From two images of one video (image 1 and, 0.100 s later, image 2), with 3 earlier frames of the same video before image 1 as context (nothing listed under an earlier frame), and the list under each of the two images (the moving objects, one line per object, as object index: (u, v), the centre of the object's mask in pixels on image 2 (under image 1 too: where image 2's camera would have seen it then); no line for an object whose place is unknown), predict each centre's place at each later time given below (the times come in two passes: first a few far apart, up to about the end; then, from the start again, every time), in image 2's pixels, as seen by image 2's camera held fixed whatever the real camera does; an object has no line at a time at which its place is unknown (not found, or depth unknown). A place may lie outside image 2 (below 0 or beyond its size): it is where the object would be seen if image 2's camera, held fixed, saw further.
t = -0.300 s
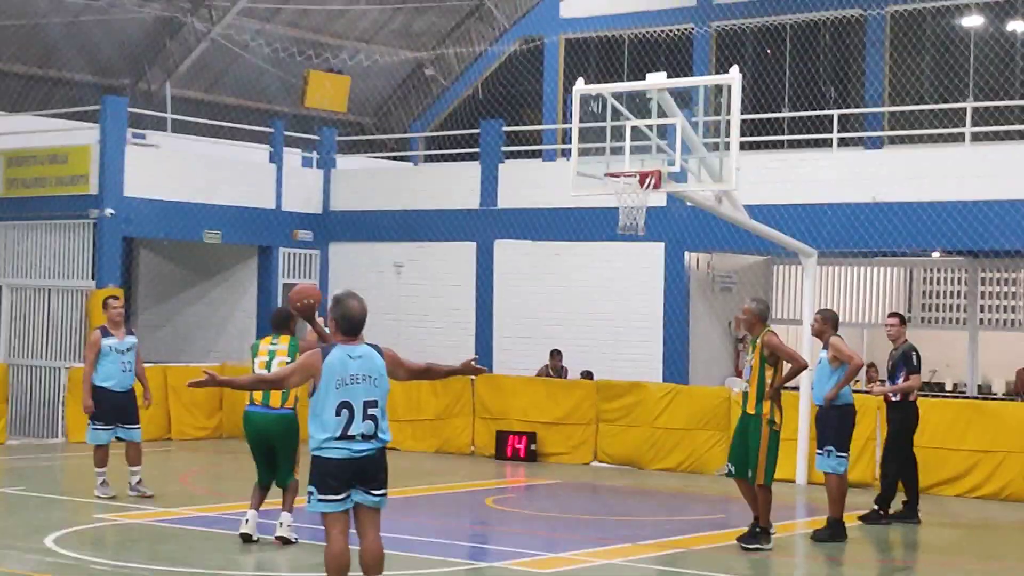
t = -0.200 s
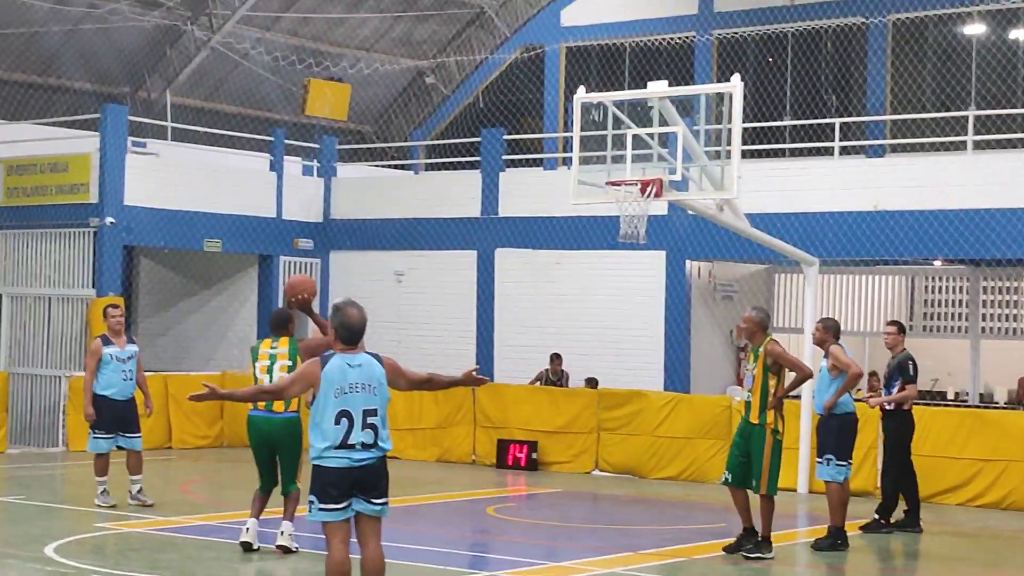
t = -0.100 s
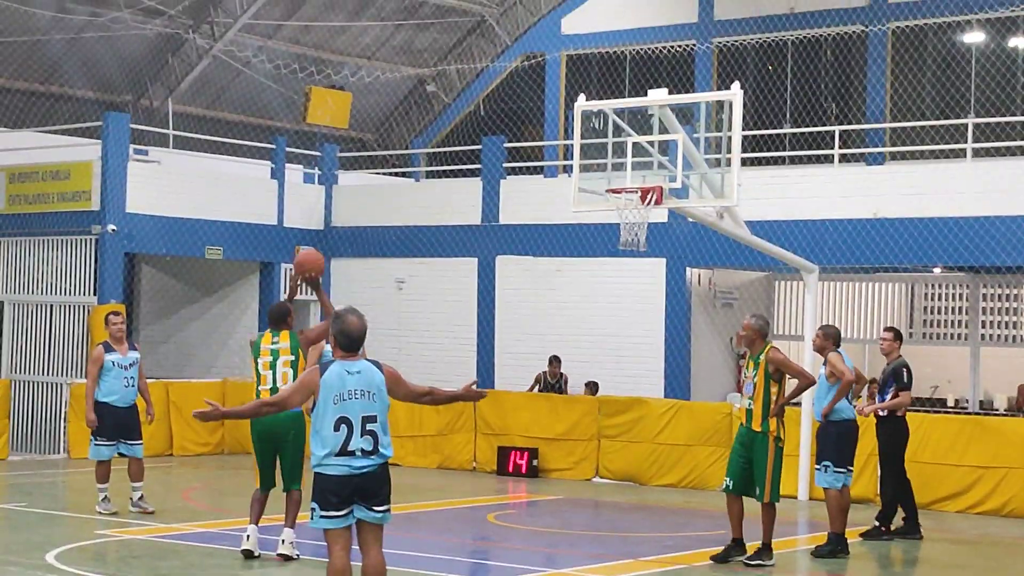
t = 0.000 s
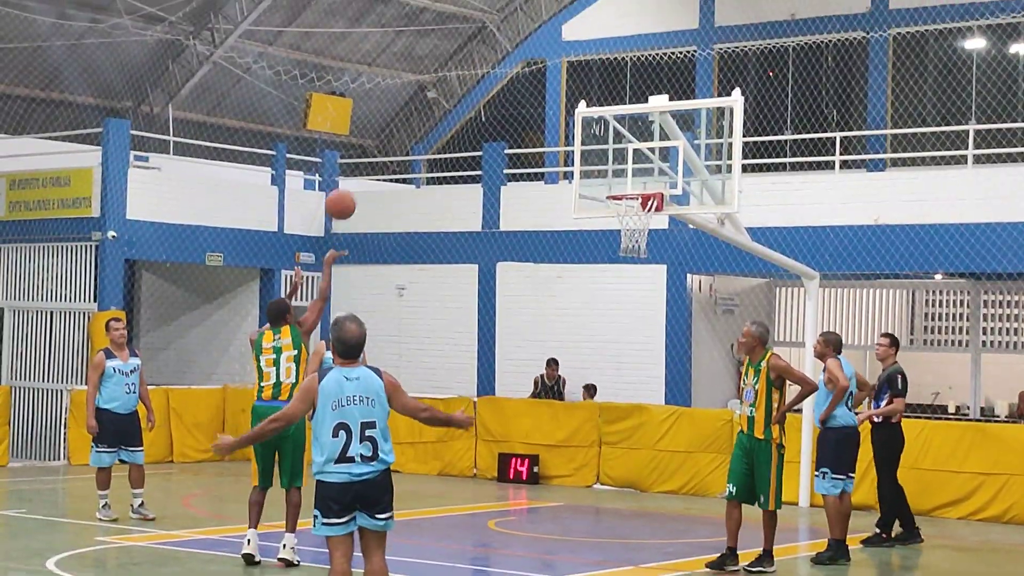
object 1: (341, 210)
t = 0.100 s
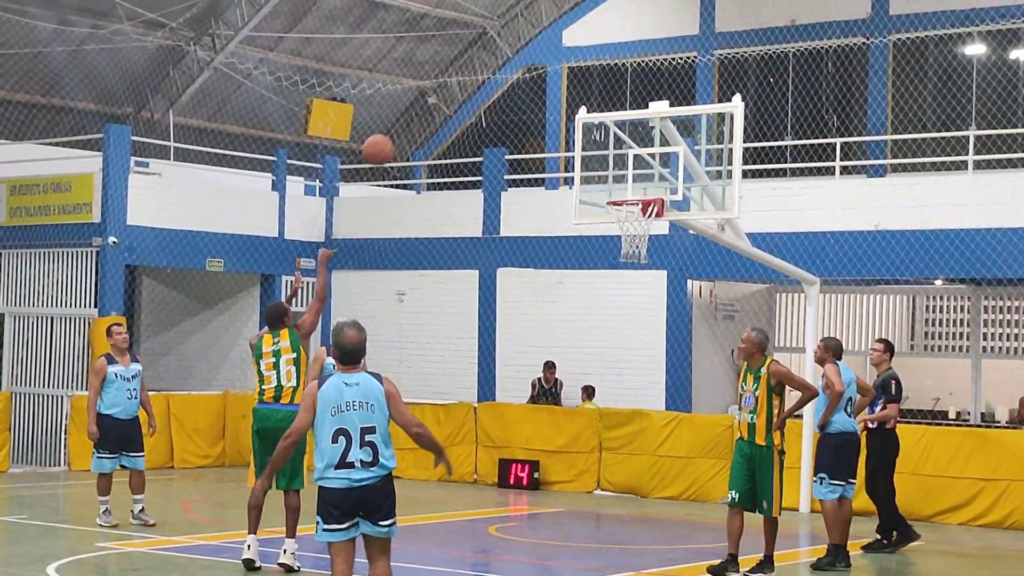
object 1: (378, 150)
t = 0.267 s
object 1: (434, 82)
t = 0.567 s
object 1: (524, 49)
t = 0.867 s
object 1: (601, 114)
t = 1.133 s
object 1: (627, 201)
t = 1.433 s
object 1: (626, 234)
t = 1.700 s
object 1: (643, 320)
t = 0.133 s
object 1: (389, 134)
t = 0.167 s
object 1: (401, 118)
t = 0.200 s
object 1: (412, 105)
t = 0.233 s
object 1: (423, 92)
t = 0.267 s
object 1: (434, 82)
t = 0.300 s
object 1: (445, 73)
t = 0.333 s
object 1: (456, 65)
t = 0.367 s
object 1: (466, 59)
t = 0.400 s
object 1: (476, 54)
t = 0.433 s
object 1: (486, 51)
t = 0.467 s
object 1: (496, 48)
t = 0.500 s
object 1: (505, 47)
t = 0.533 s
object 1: (515, 47)
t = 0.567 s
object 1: (524, 49)
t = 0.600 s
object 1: (533, 52)
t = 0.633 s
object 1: (542, 55)
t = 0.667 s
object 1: (551, 60)
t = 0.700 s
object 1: (560, 66)
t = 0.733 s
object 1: (568, 74)
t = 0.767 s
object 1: (577, 82)
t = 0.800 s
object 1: (585, 91)
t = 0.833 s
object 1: (593, 102)
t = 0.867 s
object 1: (601, 114)
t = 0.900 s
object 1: (609, 127)
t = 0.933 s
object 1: (616, 140)
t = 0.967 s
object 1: (624, 155)
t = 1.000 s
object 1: (632, 171)
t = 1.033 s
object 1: (639, 187)
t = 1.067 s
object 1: (636, 196)
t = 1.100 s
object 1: (623, 201)
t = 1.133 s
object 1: (627, 201)
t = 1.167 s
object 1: (639, 201)
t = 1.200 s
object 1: (640, 202)
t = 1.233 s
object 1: (632, 205)
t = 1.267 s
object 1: (621, 209)
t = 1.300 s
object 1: (618, 213)
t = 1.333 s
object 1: (619, 218)
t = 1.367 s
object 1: (620, 222)
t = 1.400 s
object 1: (623, 228)
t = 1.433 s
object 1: (626, 234)
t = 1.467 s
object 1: (629, 241)
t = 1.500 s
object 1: (629, 253)
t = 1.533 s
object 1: (633, 258)
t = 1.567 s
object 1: (635, 267)
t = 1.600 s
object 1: (636, 279)
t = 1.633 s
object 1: (639, 292)
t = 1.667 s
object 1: (641, 306)
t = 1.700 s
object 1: (643, 320)
